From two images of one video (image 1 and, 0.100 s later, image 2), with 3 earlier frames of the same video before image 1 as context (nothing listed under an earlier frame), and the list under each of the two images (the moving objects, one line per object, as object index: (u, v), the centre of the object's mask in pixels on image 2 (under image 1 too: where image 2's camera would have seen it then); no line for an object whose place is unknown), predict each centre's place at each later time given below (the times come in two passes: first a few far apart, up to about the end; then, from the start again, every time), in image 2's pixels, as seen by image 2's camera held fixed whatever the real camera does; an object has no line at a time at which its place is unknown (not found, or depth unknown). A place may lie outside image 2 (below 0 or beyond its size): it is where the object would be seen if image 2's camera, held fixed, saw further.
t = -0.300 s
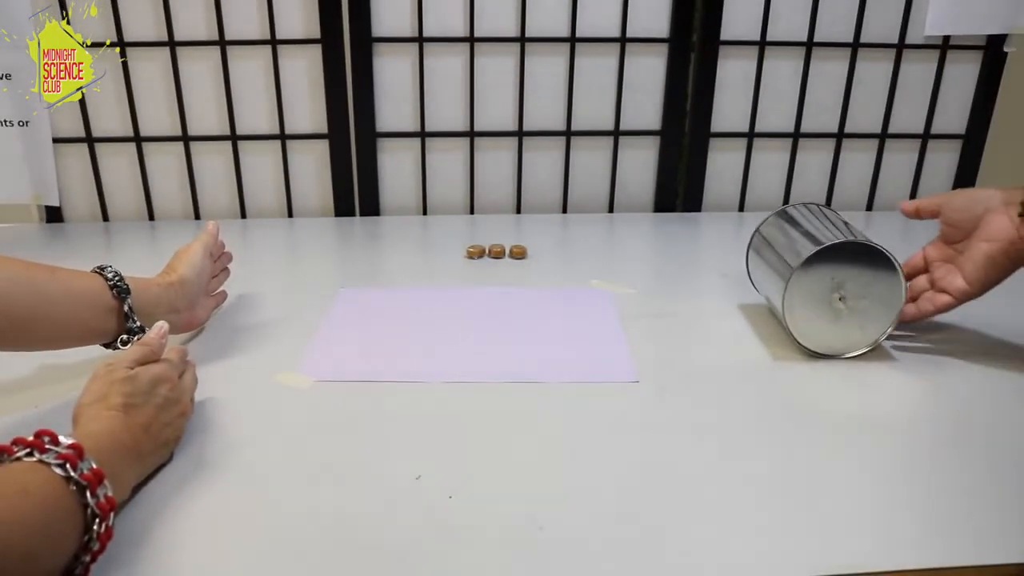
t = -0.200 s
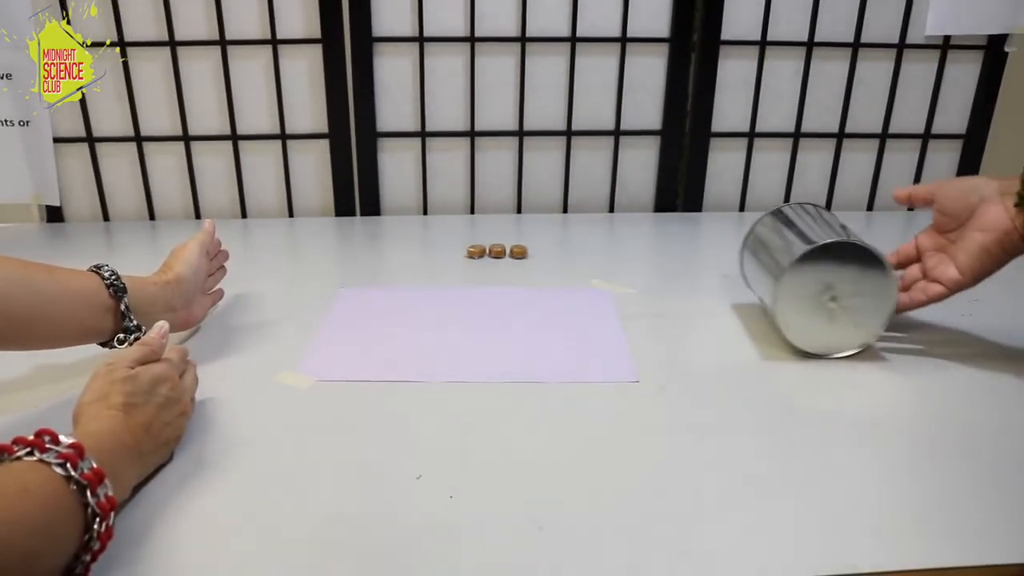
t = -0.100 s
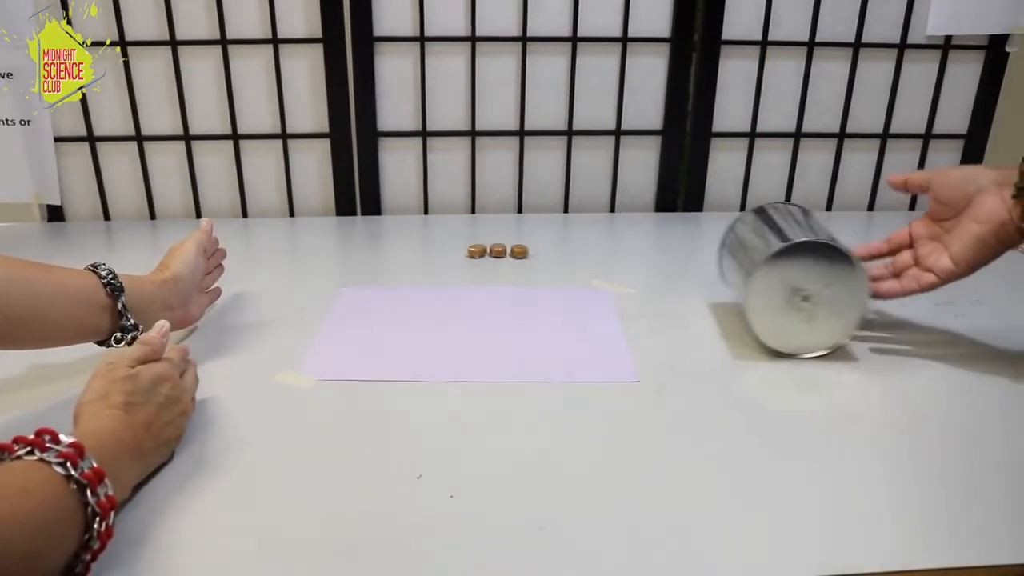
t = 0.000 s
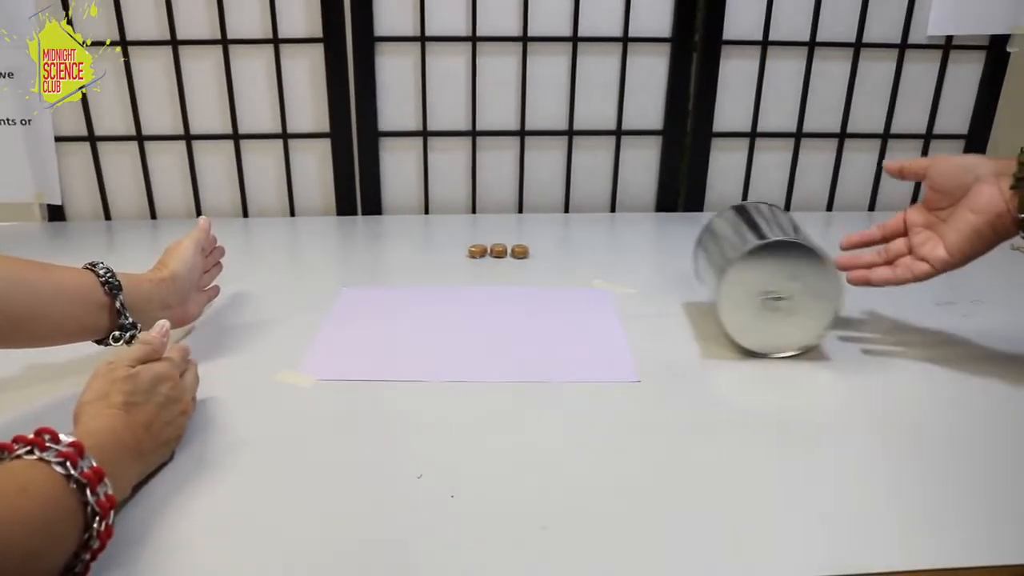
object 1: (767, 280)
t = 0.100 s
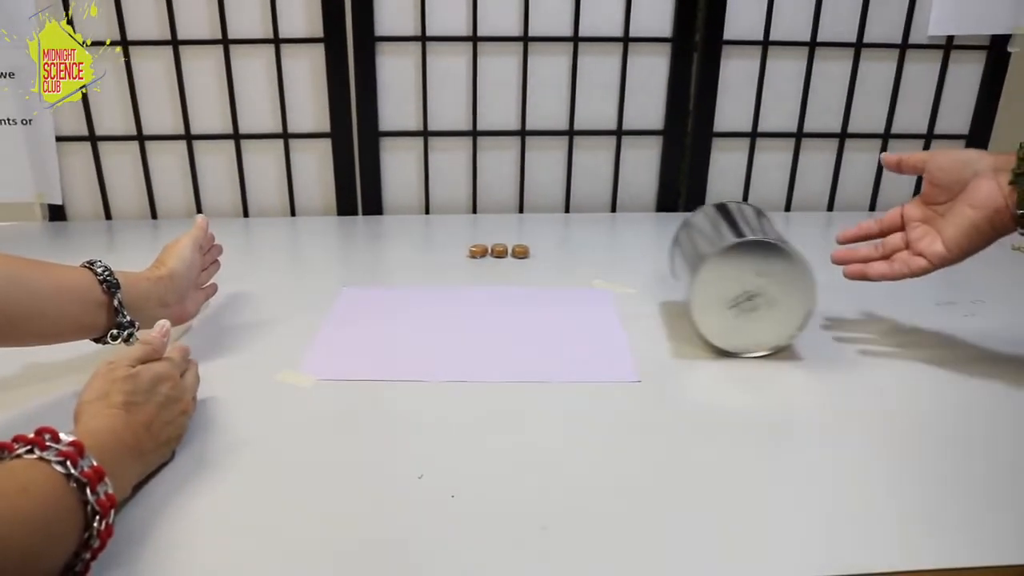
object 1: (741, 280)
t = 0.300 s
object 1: (691, 279)
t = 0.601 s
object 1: (622, 278)
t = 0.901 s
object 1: (562, 277)
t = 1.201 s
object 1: (507, 276)
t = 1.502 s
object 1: (456, 274)
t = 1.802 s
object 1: (409, 273)
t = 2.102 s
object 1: (370, 271)
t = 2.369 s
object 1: (345, 271)
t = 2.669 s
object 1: (329, 270)
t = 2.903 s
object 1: (332, 270)
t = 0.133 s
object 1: (732, 280)
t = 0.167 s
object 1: (723, 280)
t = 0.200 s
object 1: (715, 279)
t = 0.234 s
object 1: (706, 279)
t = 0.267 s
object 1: (699, 279)
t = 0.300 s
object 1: (691, 279)
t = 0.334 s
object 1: (683, 279)
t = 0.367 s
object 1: (675, 279)
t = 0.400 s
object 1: (666, 279)
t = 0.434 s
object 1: (659, 279)
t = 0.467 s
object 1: (651, 278)
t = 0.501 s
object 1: (643, 278)
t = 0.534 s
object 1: (636, 278)
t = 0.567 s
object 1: (628, 278)
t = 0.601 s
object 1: (622, 278)
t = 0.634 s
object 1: (614, 278)
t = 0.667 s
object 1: (608, 278)
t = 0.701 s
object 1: (601, 278)
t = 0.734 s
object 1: (594, 277)
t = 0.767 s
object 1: (587, 277)
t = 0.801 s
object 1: (580, 277)
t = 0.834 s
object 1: (574, 277)
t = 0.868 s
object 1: (568, 277)
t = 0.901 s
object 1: (562, 277)
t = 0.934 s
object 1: (556, 277)
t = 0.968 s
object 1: (550, 276)
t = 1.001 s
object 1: (543, 276)
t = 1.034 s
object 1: (537, 276)
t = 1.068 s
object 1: (531, 276)
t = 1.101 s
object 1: (525, 276)
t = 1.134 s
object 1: (519, 276)
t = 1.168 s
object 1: (513, 276)
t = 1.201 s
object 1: (507, 276)
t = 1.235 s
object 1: (502, 275)
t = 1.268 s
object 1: (496, 275)
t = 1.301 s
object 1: (490, 275)
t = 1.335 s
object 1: (484, 275)
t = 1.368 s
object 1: (478, 275)
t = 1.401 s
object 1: (473, 275)
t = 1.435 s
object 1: (467, 275)
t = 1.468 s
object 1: (461, 274)
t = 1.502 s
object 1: (456, 274)
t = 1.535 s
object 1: (451, 274)
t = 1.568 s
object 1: (445, 274)
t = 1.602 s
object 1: (440, 274)
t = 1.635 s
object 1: (435, 274)
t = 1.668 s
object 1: (429, 273)
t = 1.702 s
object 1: (424, 273)
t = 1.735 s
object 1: (419, 273)
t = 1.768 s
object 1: (414, 273)
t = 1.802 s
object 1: (409, 273)
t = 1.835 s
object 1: (404, 272)
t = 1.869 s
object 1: (400, 272)
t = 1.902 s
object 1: (396, 272)
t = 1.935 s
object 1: (391, 272)
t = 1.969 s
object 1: (387, 272)
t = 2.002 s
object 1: (383, 272)
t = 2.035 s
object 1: (378, 272)
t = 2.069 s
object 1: (374, 271)
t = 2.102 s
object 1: (370, 271)
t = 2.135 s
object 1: (367, 271)
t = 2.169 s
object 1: (363, 271)
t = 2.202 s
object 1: (360, 271)
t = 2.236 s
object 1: (357, 271)
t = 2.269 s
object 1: (354, 271)
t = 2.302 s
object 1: (351, 271)
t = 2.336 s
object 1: (348, 270)
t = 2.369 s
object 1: (345, 271)
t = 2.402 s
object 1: (342, 270)
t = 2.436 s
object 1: (339, 270)
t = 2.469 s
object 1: (337, 270)
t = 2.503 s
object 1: (335, 270)
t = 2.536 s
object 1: (333, 270)
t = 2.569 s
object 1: (332, 270)
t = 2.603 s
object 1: (331, 270)
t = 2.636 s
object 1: (330, 270)
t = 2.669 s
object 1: (329, 270)
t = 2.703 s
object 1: (329, 270)
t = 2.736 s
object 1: (328, 270)
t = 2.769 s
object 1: (328, 270)
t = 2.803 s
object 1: (329, 270)
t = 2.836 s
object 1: (329, 270)
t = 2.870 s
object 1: (330, 270)
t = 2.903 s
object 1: (332, 270)
